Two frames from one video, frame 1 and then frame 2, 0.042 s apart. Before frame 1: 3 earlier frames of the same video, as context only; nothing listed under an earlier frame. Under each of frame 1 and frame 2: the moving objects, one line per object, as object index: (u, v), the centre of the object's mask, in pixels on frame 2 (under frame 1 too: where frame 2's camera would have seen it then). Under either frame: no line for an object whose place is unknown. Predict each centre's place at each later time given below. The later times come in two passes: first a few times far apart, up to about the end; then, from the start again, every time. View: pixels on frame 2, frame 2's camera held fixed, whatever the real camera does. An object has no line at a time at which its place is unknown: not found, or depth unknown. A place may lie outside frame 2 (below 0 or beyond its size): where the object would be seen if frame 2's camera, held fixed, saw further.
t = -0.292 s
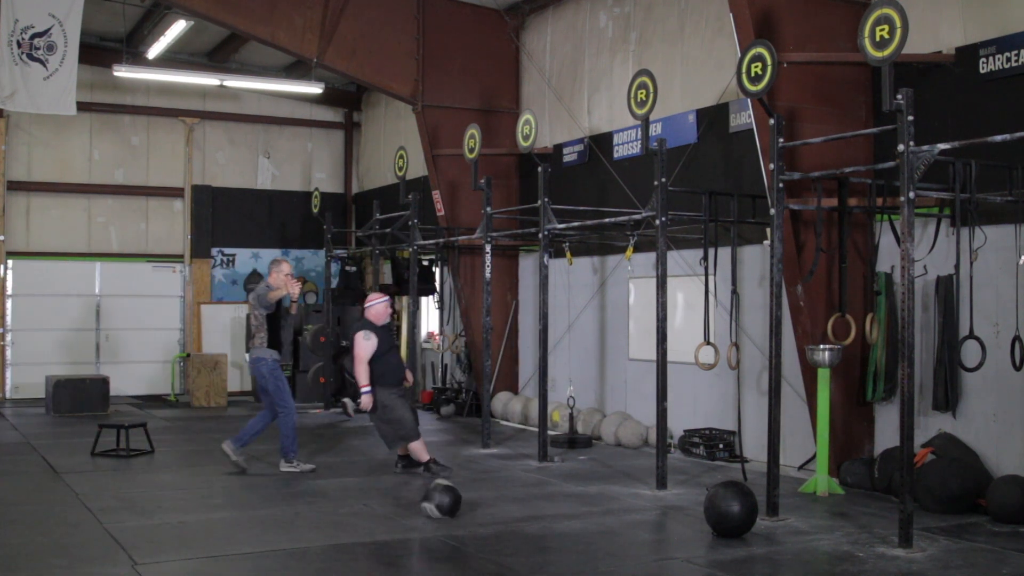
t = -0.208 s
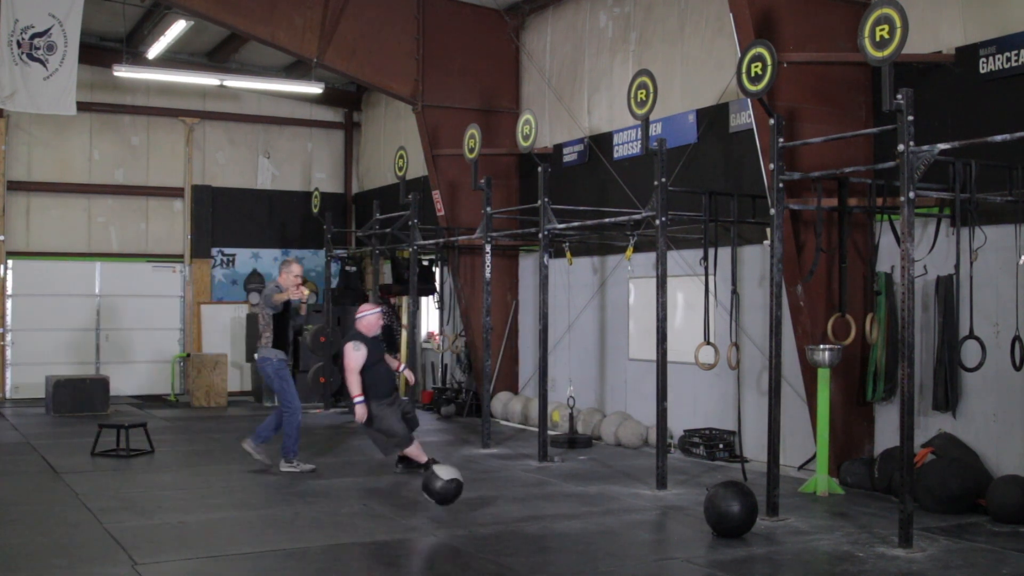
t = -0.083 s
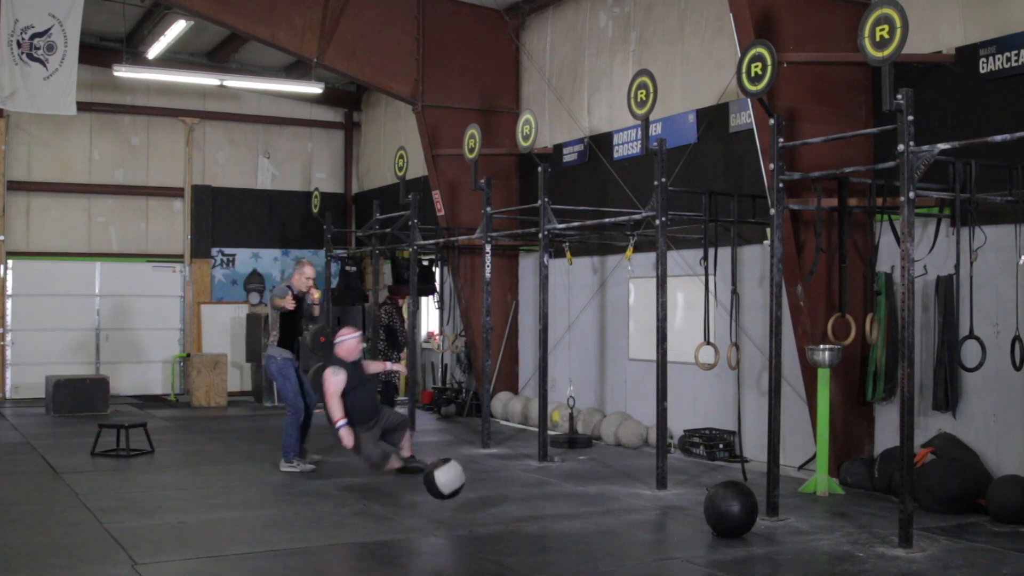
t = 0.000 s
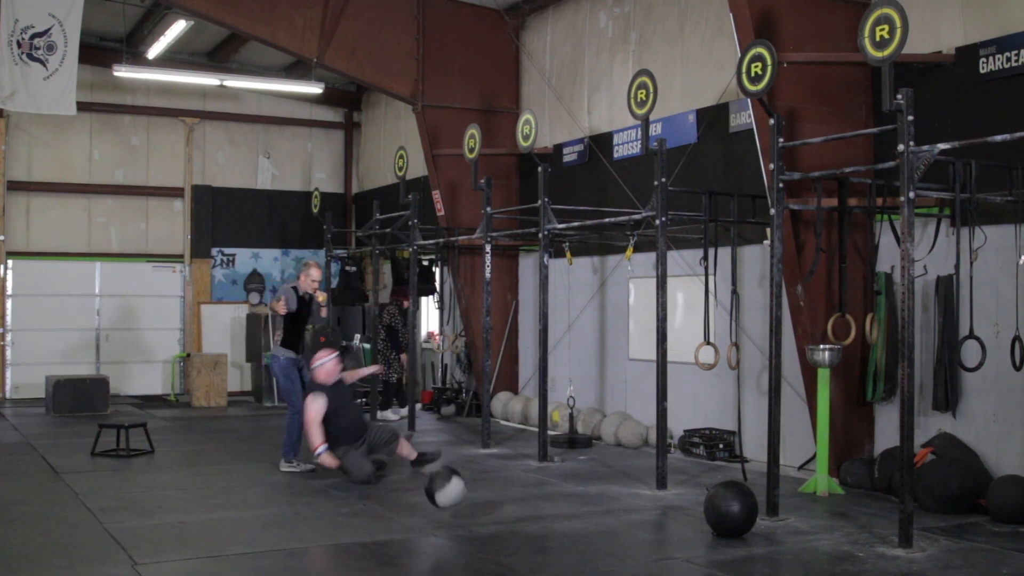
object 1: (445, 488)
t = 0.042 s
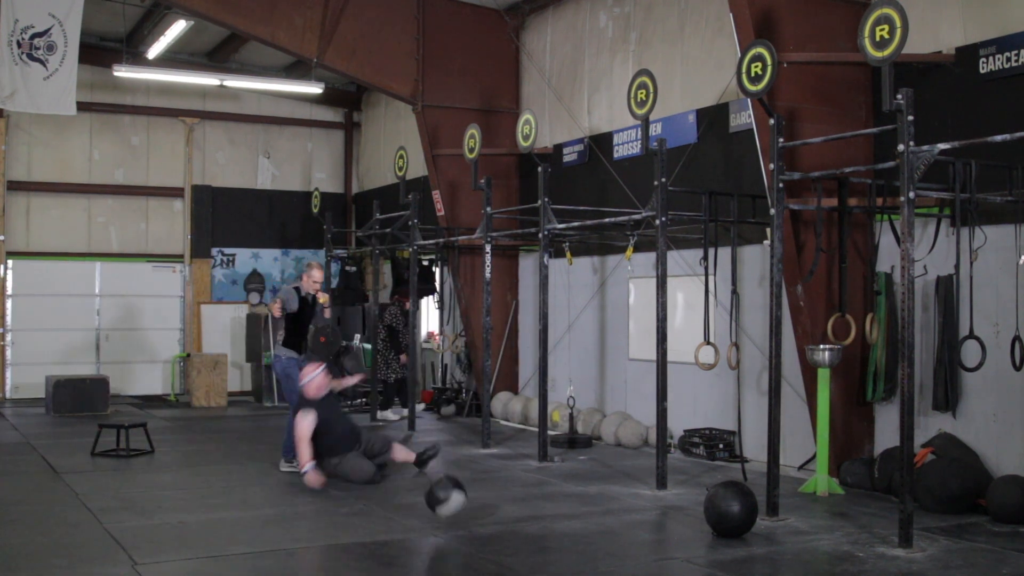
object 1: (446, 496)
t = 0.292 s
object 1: (448, 508)
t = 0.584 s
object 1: (446, 523)
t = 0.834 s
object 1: (441, 533)
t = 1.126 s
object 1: (440, 542)
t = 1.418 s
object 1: (437, 550)
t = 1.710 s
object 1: (427, 556)
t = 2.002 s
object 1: (425, 561)
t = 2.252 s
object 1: (425, 564)
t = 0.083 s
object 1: (447, 507)
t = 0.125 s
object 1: (446, 510)
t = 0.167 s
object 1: (446, 505)
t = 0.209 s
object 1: (447, 504)
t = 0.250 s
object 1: (447, 505)
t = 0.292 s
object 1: (448, 508)
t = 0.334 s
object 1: (448, 515)
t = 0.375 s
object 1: (449, 517)
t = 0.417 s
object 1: (448, 516)
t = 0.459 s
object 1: (448, 516)
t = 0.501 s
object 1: (447, 520)
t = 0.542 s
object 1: (447, 522)
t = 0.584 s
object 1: (446, 523)
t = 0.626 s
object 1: (446, 525)
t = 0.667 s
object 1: (445, 527)
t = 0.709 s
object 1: (444, 528)
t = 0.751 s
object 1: (442, 530)
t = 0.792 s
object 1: (442, 531)
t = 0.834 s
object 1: (441, 533)
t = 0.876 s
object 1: (441, 534)
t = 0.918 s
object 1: (441, 535)
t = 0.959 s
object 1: (440, 537)
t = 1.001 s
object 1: (440, 538)
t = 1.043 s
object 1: (440, 539)
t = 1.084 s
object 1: (440, 540)
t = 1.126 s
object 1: (440, 542)
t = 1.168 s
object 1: (440, 543)
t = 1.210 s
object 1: (440, 544)
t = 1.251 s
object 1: (440, 546)
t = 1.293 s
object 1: (440, 548)
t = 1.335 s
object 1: (440, 549)
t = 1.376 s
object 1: (438, 549)
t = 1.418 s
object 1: (437, 550)
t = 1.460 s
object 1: (436, 550)
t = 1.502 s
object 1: (433, 553)
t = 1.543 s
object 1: (433, 553)
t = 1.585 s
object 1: (431, 554)
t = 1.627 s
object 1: (429, 554)
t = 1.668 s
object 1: (428, 555)
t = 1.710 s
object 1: (427, 556)
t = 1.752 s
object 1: (426, 557)
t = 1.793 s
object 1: (426, 558)
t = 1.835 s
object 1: (425, 559)
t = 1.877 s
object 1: (425, 558)
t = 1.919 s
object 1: (424, 559)
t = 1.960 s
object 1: (424, 560)
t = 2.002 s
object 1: (425, 561)
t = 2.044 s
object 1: (425, 562)
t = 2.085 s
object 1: (426, 562)
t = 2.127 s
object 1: (425, 563)
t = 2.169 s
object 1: (425, 563)
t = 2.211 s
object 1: (425, 563)
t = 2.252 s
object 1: (425, 564)
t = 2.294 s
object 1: (425, 564)
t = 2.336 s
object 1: (425, 565)
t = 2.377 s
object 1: (425, 564)
